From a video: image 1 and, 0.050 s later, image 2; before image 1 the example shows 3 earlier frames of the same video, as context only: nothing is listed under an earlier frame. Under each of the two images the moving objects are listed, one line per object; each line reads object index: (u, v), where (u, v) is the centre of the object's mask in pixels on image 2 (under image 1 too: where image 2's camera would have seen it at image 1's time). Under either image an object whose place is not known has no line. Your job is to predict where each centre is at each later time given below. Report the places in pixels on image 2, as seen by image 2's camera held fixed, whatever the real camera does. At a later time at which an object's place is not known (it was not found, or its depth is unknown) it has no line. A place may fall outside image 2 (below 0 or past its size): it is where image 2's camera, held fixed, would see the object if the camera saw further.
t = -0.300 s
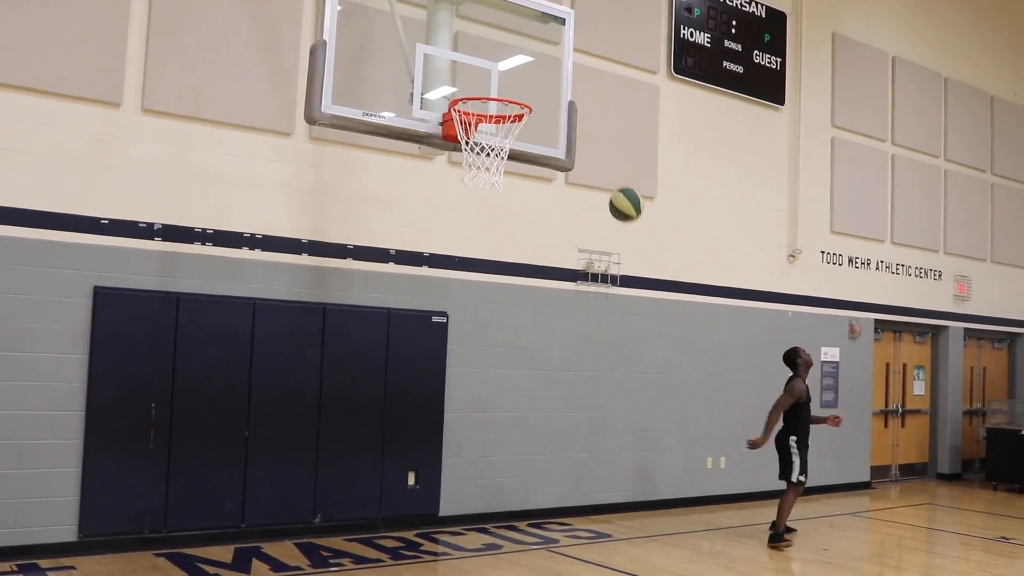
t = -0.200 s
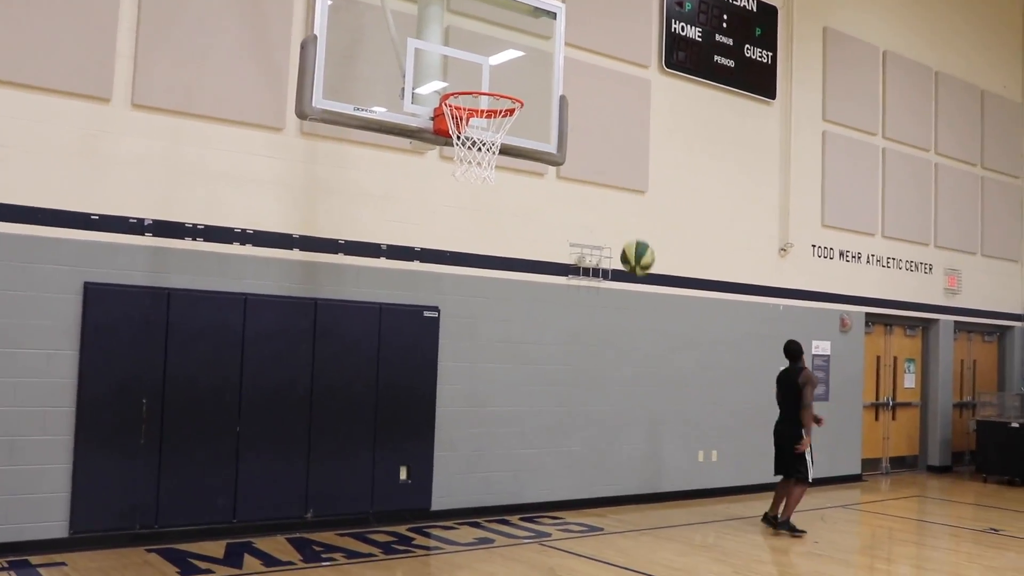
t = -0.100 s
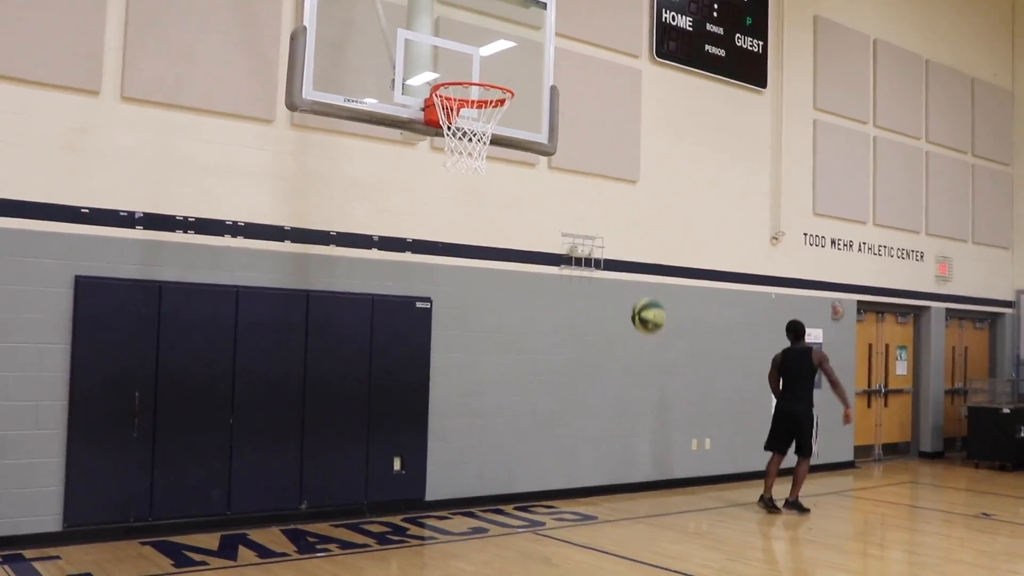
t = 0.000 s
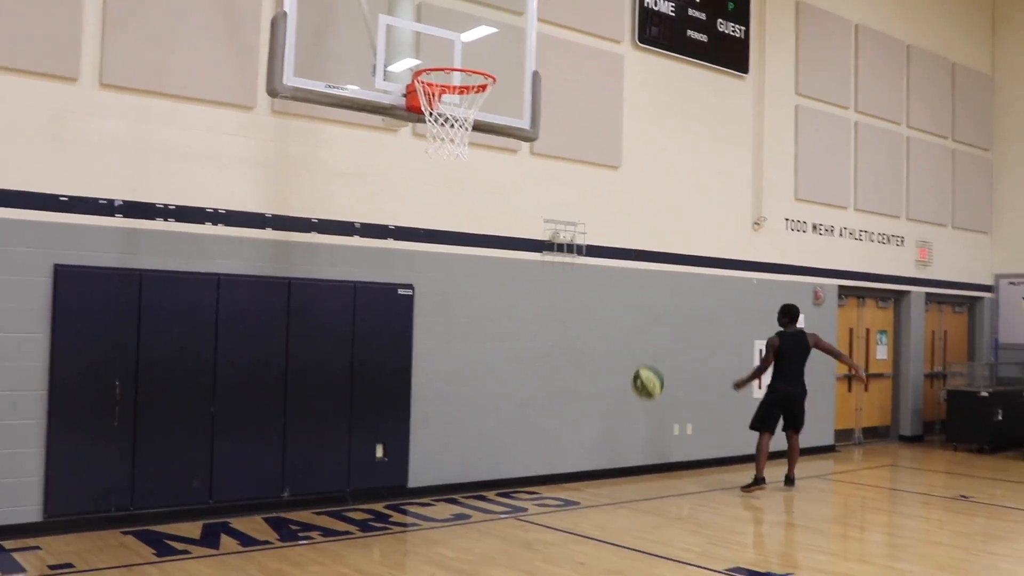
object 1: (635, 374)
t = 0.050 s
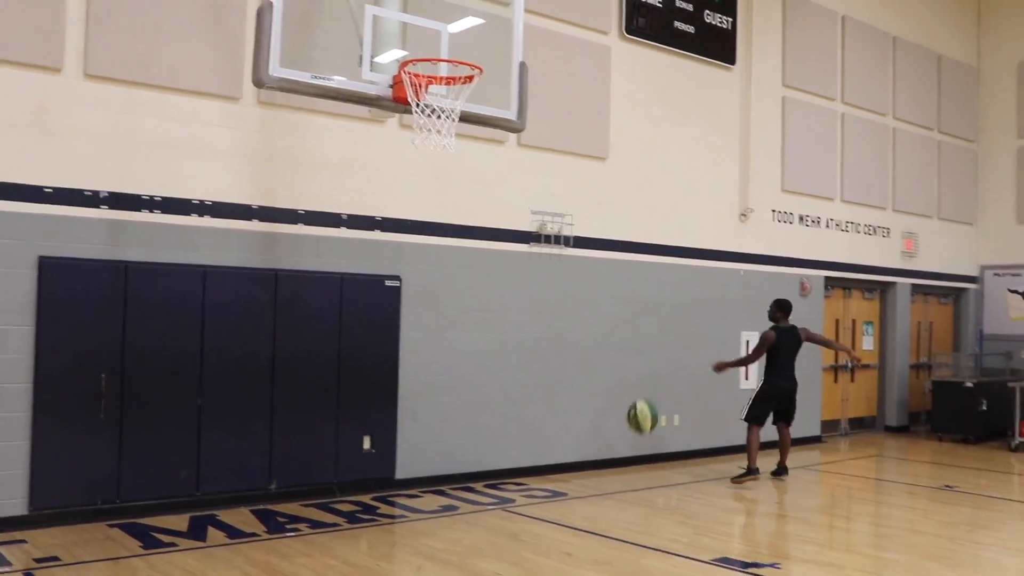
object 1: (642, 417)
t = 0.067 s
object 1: (645, 431)
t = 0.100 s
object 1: (650, 462)
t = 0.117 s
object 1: (653, 479)
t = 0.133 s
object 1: (656, 495)
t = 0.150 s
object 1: (658, 510)
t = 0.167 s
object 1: (660, 513)
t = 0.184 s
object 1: (662, 499)
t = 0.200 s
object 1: (665, 485)
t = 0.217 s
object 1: (668, 473)
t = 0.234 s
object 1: (671, 460)
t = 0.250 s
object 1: (673, 449)
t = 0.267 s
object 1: (675, 436)
